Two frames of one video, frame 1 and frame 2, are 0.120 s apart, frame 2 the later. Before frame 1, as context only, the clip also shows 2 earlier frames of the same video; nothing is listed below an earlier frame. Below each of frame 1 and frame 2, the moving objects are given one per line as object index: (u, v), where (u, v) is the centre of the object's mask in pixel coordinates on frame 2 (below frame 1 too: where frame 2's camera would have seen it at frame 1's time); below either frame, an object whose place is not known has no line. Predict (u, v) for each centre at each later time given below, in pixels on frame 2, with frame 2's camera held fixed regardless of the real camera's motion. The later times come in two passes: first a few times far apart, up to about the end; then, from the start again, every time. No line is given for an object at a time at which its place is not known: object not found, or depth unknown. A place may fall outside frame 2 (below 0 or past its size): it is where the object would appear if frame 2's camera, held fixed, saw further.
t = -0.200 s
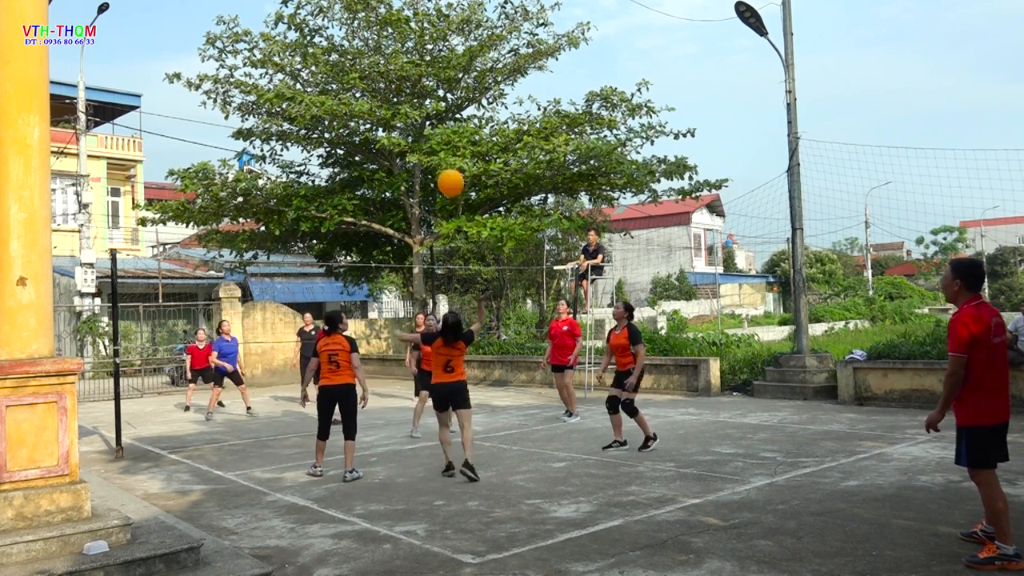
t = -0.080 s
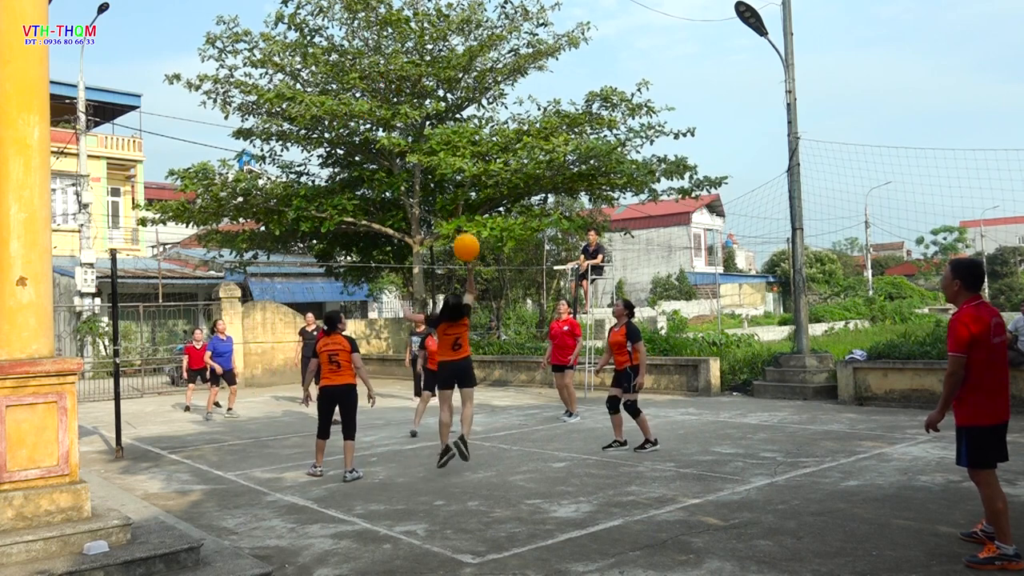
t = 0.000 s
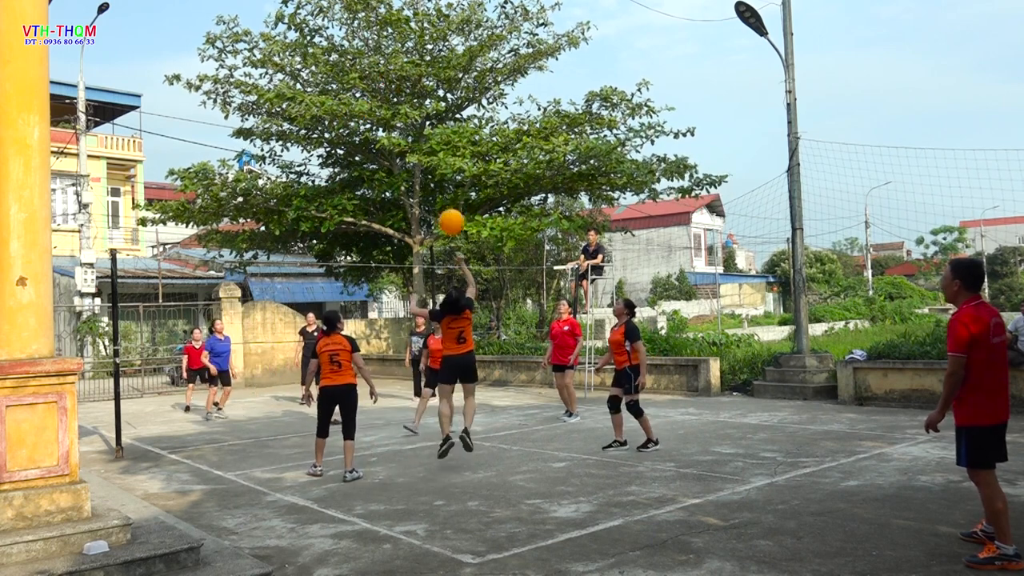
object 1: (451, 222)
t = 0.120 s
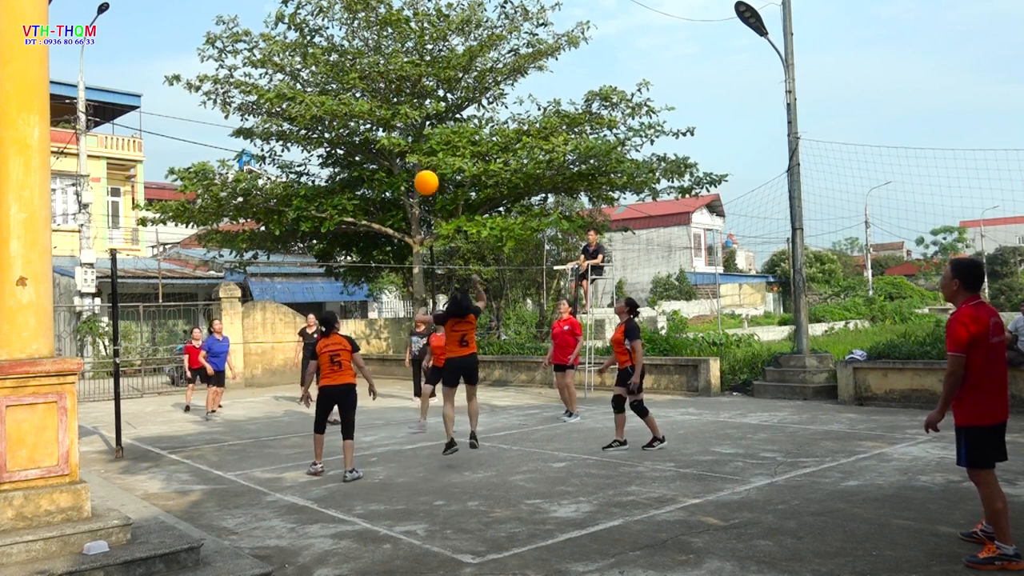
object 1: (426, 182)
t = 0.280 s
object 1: (397, 159)
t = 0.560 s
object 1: (355, 178)
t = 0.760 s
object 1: (330, 224)
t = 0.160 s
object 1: (418, 173)
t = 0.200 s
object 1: (411, 167)
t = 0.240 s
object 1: (404, 162)
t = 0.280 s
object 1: (397, 159)
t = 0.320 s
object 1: (390, 157)
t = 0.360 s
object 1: (384, 157)
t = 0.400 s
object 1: (377, 159)
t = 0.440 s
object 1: (372, 162)
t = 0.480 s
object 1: (366, 166)
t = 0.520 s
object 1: (360, 172)
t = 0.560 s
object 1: (355, 178)
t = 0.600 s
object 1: (349, 186)
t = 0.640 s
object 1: (344, 194)
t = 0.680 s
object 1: (339, 203)
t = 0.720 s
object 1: (334, 214)
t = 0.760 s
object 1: (330, 224)
